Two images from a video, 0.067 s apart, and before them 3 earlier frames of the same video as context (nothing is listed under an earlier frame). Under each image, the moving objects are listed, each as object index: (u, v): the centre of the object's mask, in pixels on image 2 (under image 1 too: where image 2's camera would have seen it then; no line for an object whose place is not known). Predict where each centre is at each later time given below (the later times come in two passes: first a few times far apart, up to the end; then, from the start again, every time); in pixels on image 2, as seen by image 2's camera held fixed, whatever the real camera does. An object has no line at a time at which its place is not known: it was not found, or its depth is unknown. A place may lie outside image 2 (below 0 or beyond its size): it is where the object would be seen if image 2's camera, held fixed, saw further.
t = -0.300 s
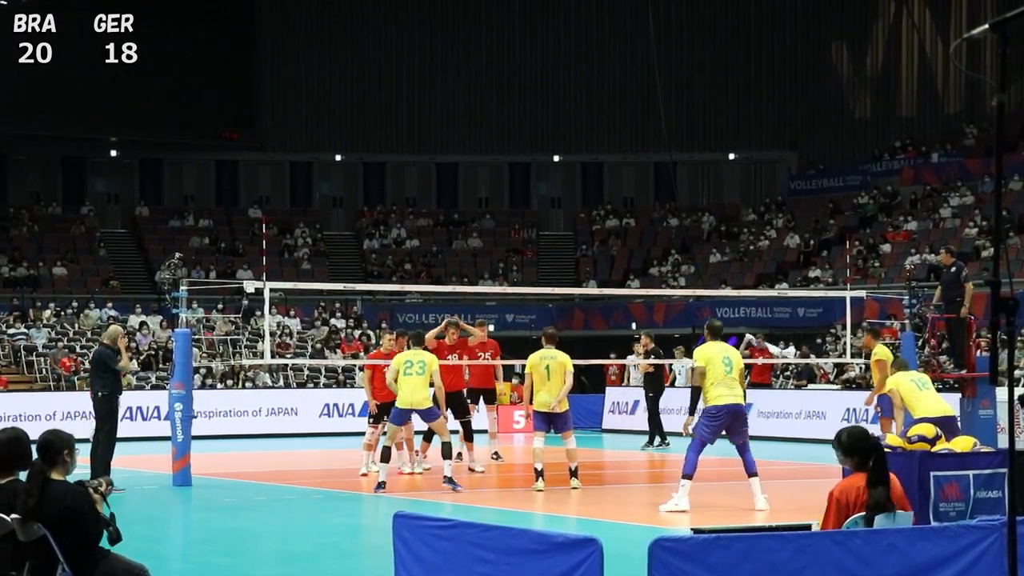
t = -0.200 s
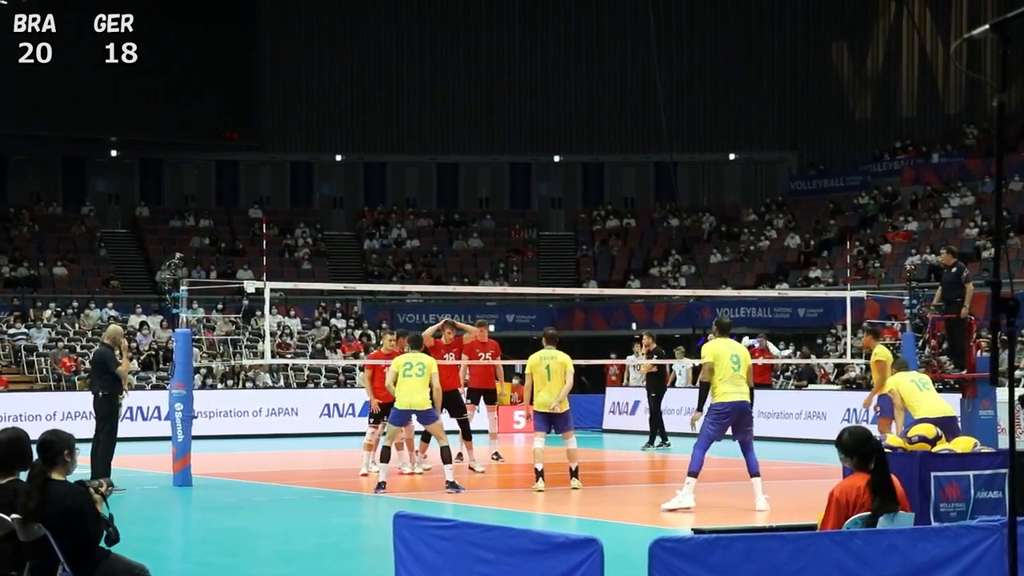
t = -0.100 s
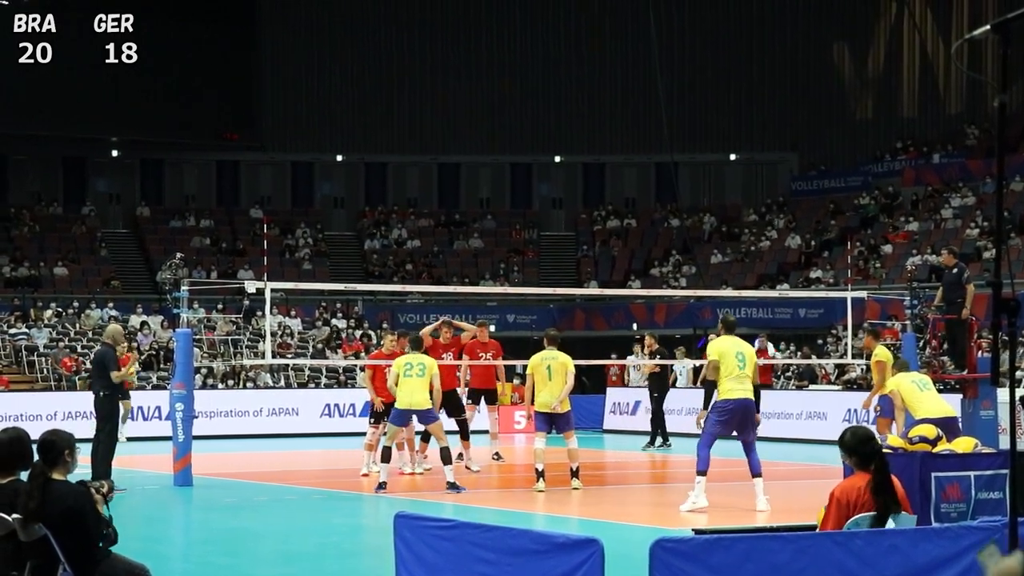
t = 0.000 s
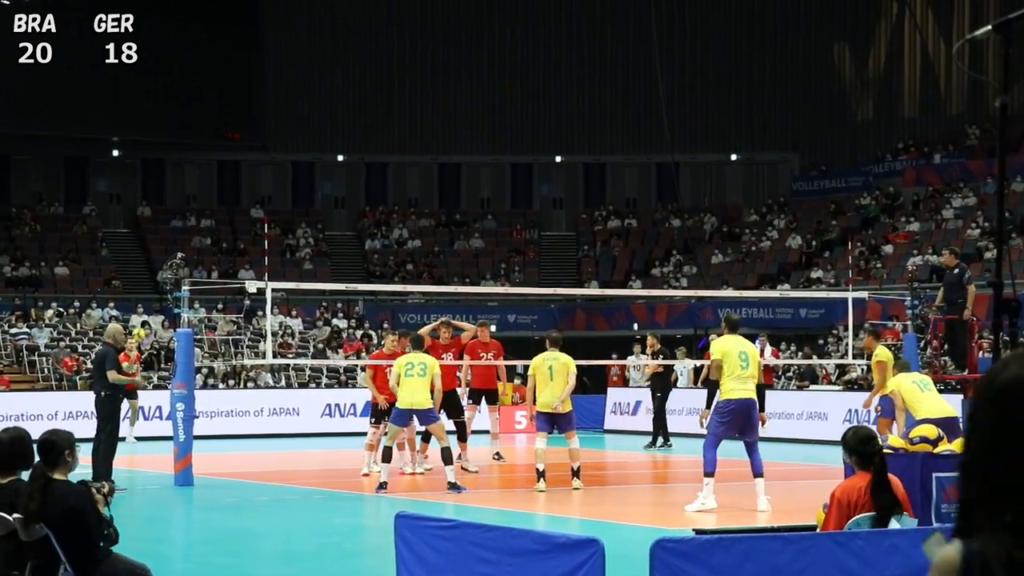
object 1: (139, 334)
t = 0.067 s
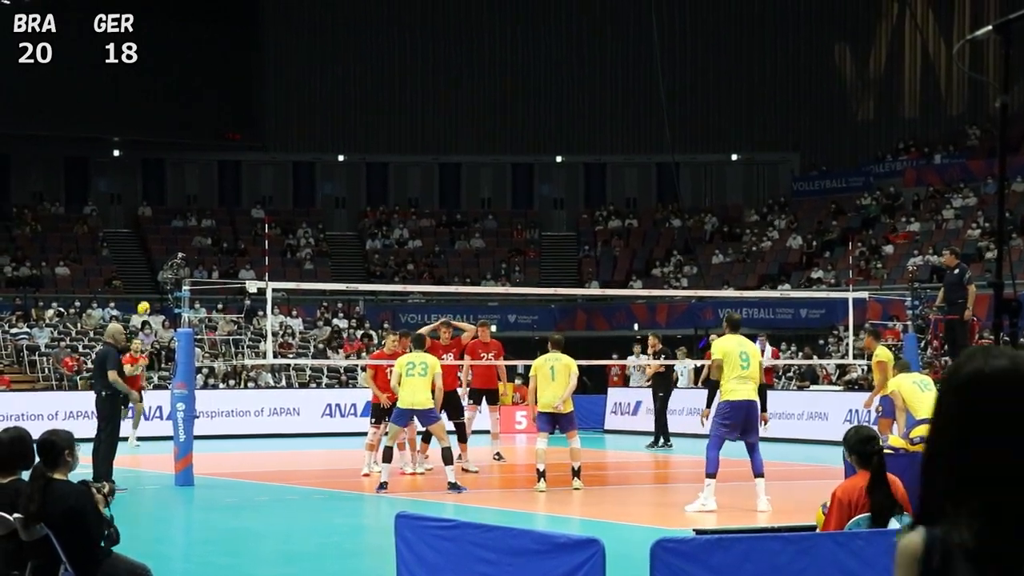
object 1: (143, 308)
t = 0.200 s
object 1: (152, 264)
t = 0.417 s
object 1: (166, 215)
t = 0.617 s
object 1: (179, 192)
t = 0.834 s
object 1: (193, 195)
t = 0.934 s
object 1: (200, 205)
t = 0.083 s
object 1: (145, 302)
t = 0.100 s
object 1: (146, 297)
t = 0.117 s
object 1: (147, 291)
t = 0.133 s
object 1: (148, 285)
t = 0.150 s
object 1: (149, 280)
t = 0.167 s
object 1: (150, 275)
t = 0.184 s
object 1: (151, 269)
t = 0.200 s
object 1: (152, 264)
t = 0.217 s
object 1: (153, 260)
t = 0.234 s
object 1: (154, 255)
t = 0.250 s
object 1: (156, 251)
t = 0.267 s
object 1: (157, 246)
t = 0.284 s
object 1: (158, 242)
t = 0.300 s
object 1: (159, 238)
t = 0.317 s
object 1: (160, 234)
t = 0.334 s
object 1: (161, 231)
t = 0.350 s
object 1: (162, 227)
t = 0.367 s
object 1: (163, 224)
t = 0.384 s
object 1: (164, 221)
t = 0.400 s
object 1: (165, 218)
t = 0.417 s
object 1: (166, 215)
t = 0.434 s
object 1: (167, 212)
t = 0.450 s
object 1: (168, 209)
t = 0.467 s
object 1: (170, 207)
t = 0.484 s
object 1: (171, 205)
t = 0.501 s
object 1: (172, 203)
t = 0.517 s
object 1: (173, 200)
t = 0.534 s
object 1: (174, 199)
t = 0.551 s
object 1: (175, 197)
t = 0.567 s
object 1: (176, 196)
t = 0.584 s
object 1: (177, 195)
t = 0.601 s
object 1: (178, 193)
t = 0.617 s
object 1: (179, 192)
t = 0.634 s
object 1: (180, 192)
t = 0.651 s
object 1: (181, 191)
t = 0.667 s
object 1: (182, 190)
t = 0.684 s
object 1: (184, 190)
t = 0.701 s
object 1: (185, 190)
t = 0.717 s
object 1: (186, 190)
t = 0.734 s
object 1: (187, 190)
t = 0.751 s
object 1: (188, 190)
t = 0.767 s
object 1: (189, 191)
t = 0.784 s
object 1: (190, 192)
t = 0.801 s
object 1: (191, 192)
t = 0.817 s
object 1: (192, 194)
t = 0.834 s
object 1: (193, 195)
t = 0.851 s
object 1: (195, 196)
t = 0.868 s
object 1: (196, 197)
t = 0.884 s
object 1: (197, 199)
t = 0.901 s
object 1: (198, 201)
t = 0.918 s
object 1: (199, 203)
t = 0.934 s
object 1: (200, 205)
